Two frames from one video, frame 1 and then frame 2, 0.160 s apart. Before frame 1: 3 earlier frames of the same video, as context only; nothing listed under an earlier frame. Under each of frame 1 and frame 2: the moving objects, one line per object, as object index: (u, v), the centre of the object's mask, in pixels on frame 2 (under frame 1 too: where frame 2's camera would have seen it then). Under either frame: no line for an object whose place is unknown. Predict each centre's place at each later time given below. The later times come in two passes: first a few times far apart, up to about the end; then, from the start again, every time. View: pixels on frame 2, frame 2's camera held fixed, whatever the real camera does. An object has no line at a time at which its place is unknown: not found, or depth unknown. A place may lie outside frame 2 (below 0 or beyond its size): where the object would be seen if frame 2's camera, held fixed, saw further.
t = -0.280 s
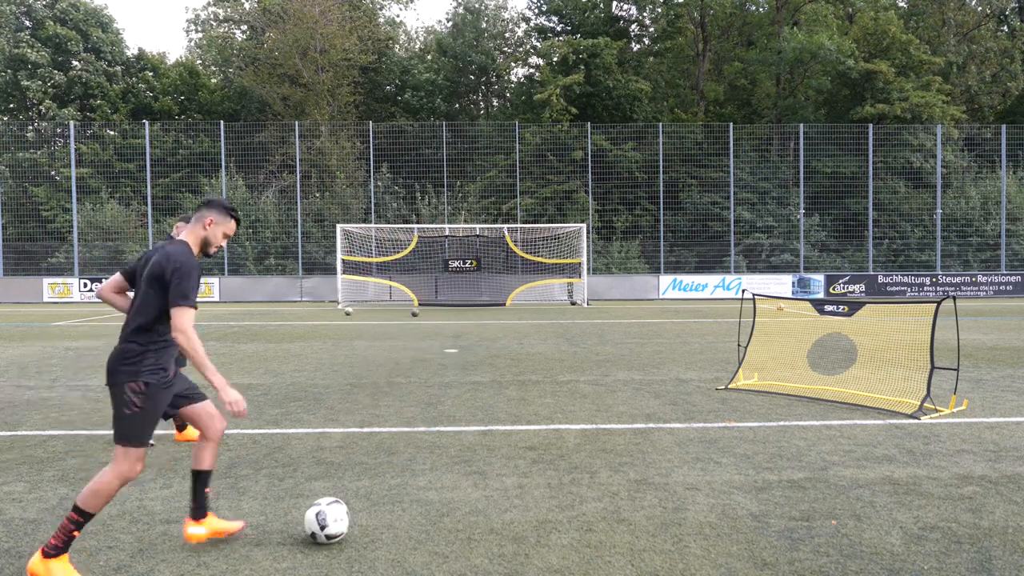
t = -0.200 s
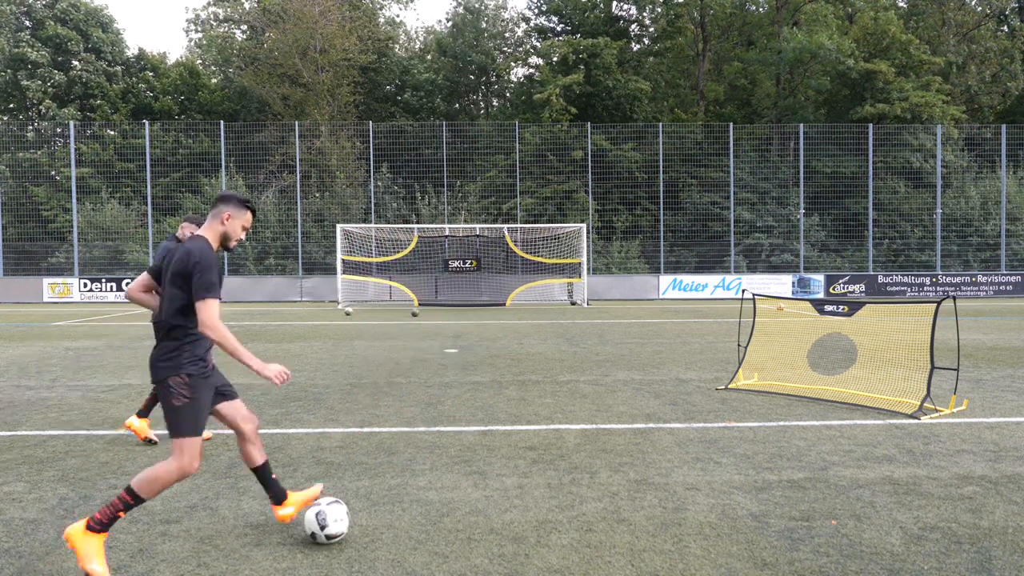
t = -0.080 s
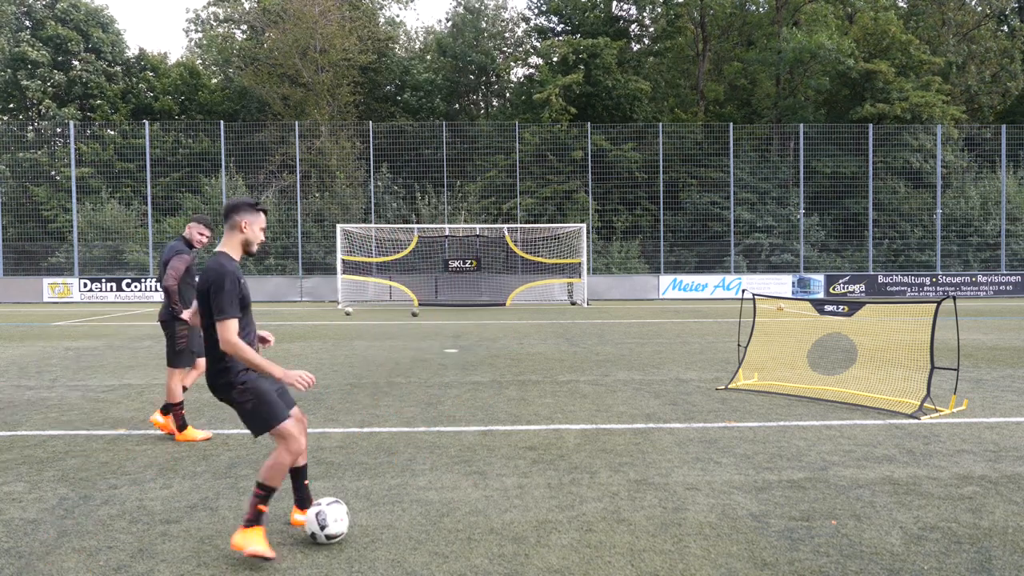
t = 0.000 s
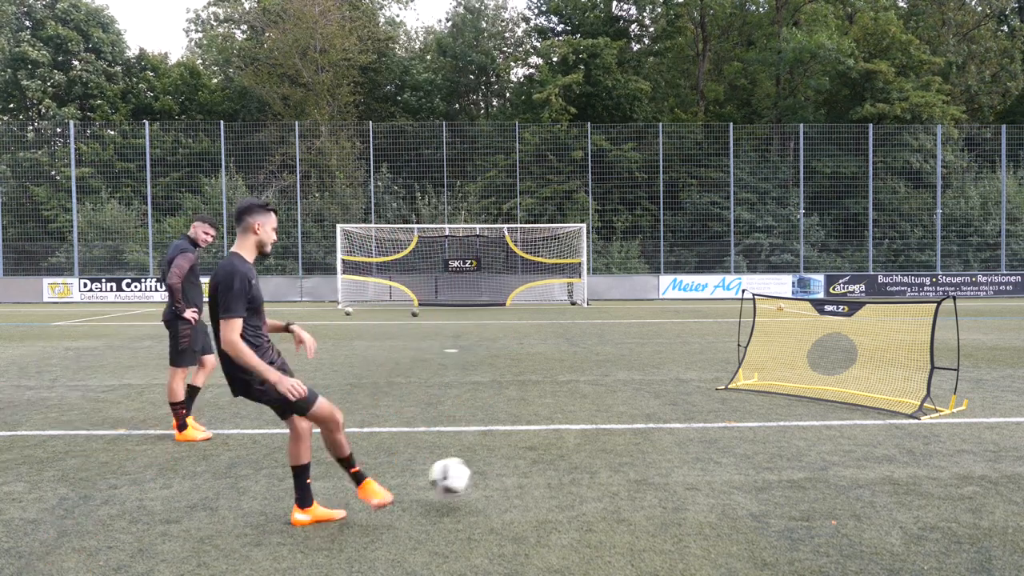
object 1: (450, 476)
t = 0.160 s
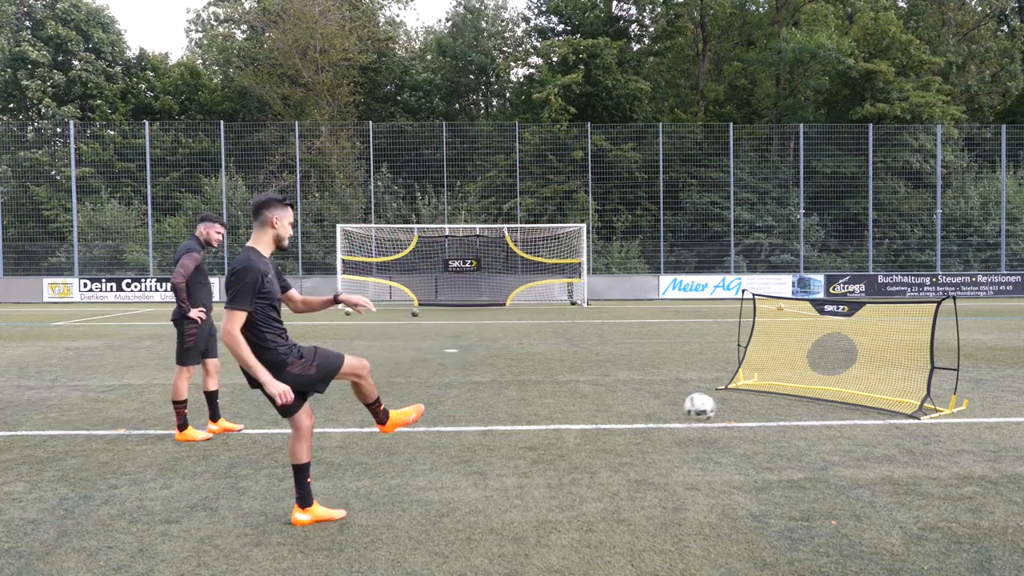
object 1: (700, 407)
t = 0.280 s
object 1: (811, 394)
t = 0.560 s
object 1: (851, 287)
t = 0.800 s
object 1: (822, 200)
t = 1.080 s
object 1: (787, 167)
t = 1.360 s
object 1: (749, 215)
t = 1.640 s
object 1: (706, 353)
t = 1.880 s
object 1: (708, 341)
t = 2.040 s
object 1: (722, 299)
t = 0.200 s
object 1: (742, 400)
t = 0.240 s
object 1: (779, 396)
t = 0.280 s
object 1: (811, 394)
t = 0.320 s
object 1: (839, 392)
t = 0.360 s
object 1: (855, 379)
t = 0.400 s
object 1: (862, 366)
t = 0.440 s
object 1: (861, 349)
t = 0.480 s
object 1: (858, 328)
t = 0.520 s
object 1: (855, 307)
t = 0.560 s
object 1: (851, 287)
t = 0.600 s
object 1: (846, 270)
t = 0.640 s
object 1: (841, 251)
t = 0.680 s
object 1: (836, 238)
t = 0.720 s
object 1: (832, 223)
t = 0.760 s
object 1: (827, 211)
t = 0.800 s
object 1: (822, 200)
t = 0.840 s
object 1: (817, 191)
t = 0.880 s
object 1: (812, 182)
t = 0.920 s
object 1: (807, 176)
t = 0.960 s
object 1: (802, 171)
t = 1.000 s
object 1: (797, 168)
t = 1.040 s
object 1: (792, 167)
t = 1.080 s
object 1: (787, 167)
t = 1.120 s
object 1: (782, 168)
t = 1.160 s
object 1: (776, 171)
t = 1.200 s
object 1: (771, 177)
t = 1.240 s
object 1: (766, 183)
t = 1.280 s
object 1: (760, 193)
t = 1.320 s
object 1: (754, 203)
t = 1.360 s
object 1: (749, 215)
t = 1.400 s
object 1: (743, 230)
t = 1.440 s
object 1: (737, 245)
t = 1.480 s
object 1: (732, 263)
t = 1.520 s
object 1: (726, 283)
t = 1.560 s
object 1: (719, 306)
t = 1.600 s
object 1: (713, 328)
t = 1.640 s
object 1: (706, 353)
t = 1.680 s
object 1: (700, 381)
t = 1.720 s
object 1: (693, 411)
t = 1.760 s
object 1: (697, 393)
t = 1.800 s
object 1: (701, 373)
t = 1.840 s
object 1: (705, 356)
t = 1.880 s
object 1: (708, 341)
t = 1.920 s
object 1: (712, 327)
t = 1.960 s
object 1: (715, 316)
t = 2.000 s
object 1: (718, 306)
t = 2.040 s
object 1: (722, 299)
